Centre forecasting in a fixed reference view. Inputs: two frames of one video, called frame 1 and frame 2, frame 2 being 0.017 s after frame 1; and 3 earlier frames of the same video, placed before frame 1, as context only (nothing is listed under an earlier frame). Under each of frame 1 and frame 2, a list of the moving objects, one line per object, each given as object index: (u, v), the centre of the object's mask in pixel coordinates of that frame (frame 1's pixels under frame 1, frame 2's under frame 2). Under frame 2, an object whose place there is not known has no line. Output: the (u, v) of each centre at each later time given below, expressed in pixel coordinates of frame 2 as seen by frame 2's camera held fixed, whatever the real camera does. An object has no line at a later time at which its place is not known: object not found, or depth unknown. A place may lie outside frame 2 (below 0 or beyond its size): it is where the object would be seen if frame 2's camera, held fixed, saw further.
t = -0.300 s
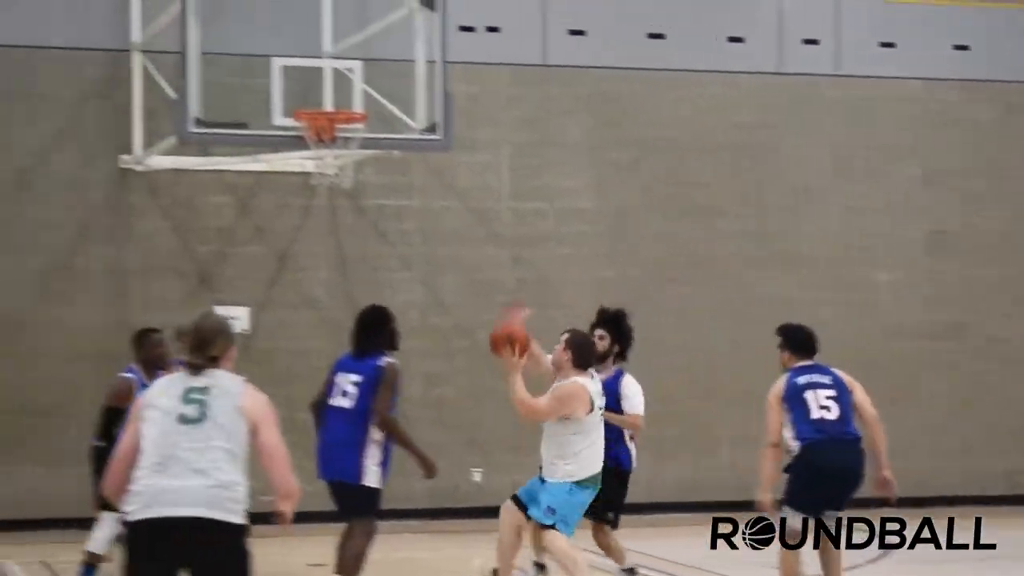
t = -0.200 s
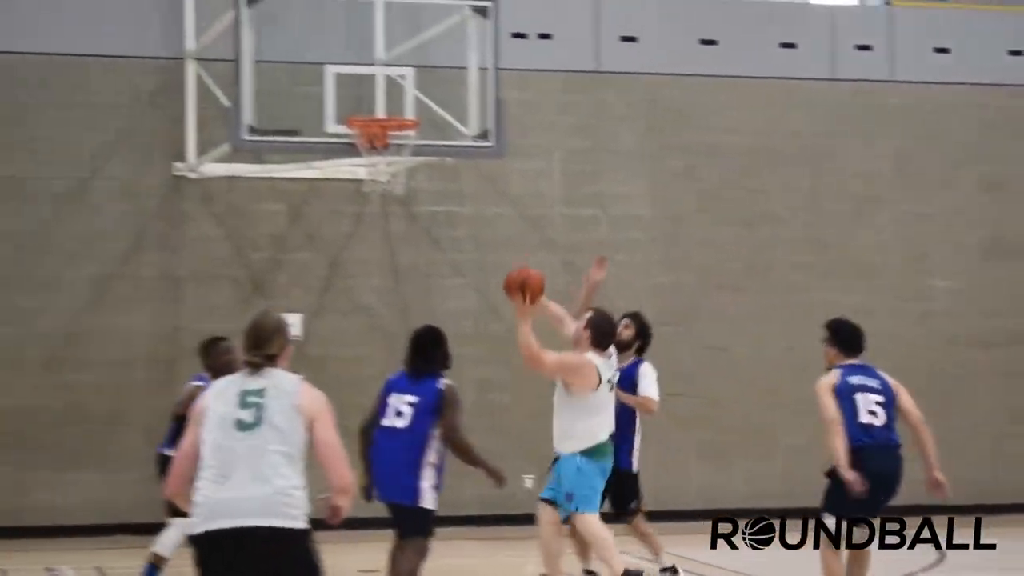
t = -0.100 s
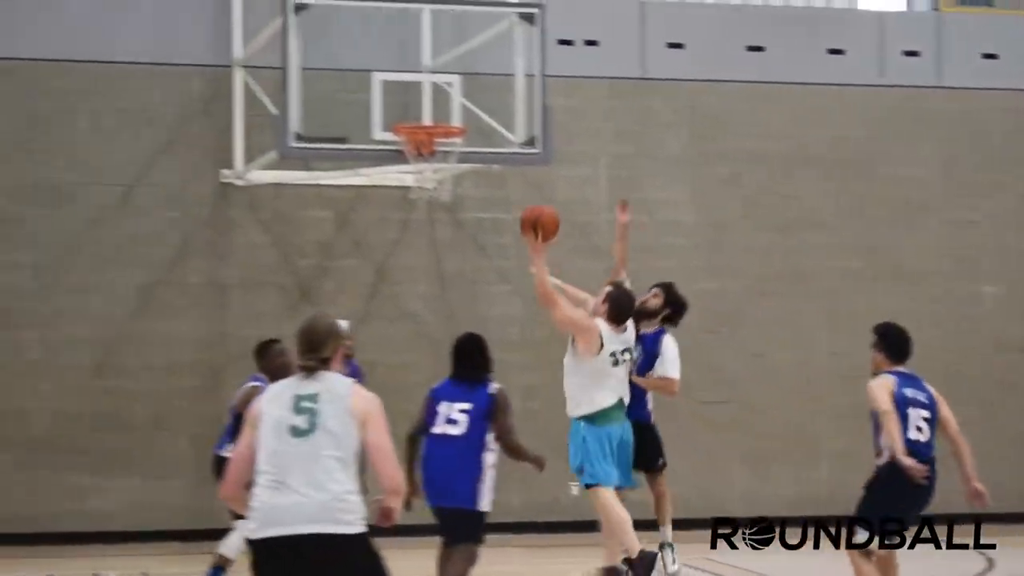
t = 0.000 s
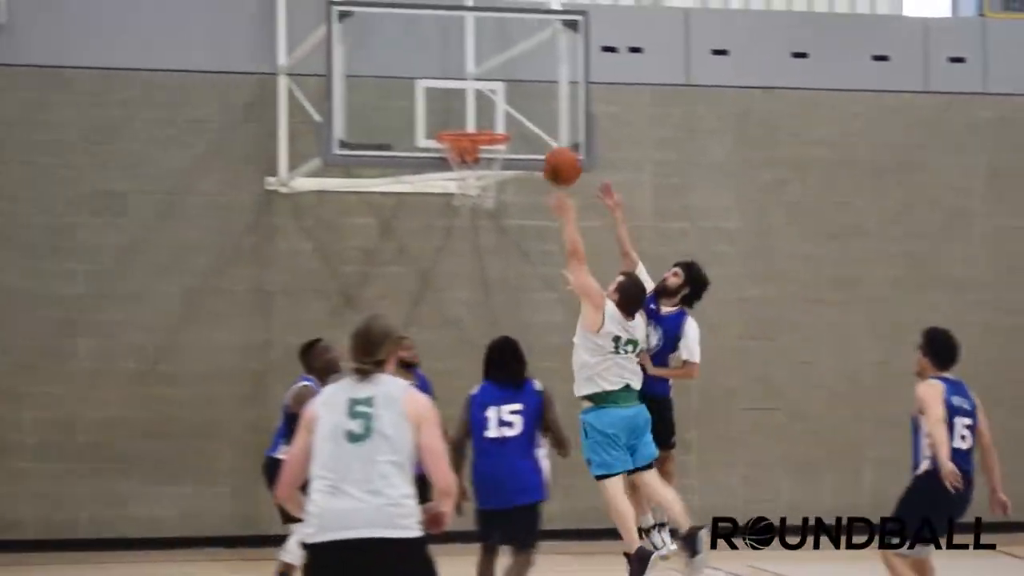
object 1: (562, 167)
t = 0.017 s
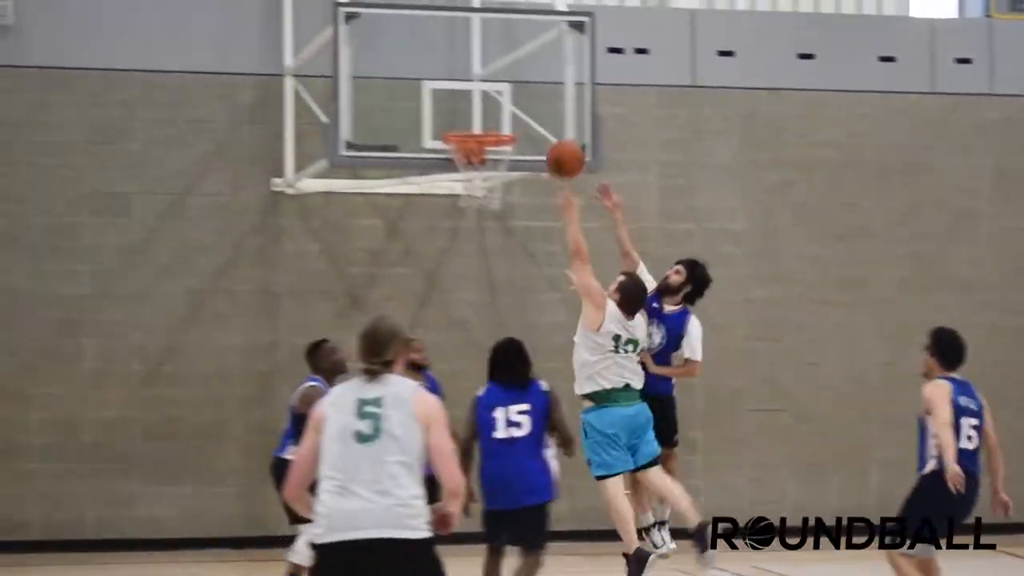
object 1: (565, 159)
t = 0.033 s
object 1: (561, 150)
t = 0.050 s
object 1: (558, 142)
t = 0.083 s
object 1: (548, 126)
